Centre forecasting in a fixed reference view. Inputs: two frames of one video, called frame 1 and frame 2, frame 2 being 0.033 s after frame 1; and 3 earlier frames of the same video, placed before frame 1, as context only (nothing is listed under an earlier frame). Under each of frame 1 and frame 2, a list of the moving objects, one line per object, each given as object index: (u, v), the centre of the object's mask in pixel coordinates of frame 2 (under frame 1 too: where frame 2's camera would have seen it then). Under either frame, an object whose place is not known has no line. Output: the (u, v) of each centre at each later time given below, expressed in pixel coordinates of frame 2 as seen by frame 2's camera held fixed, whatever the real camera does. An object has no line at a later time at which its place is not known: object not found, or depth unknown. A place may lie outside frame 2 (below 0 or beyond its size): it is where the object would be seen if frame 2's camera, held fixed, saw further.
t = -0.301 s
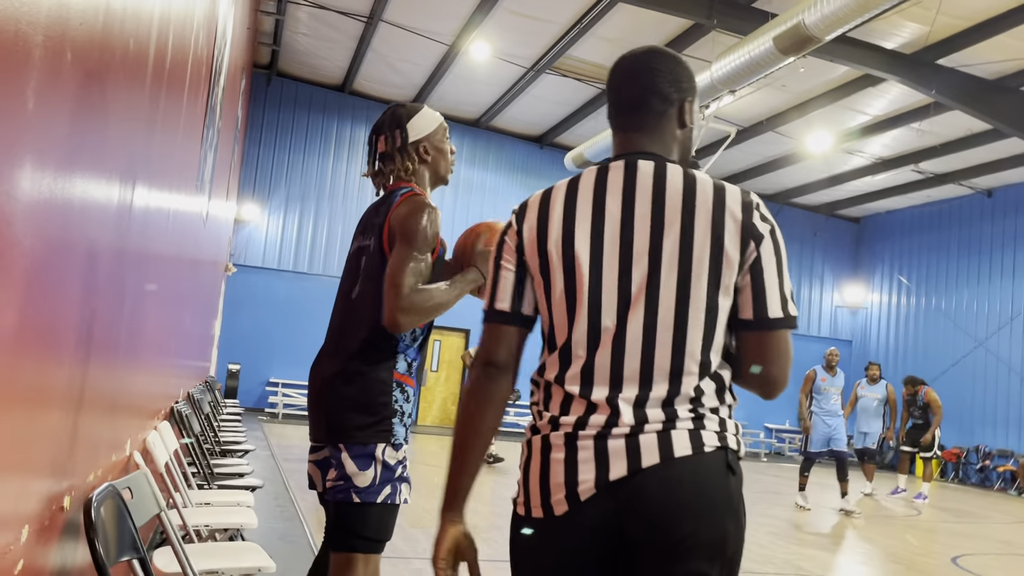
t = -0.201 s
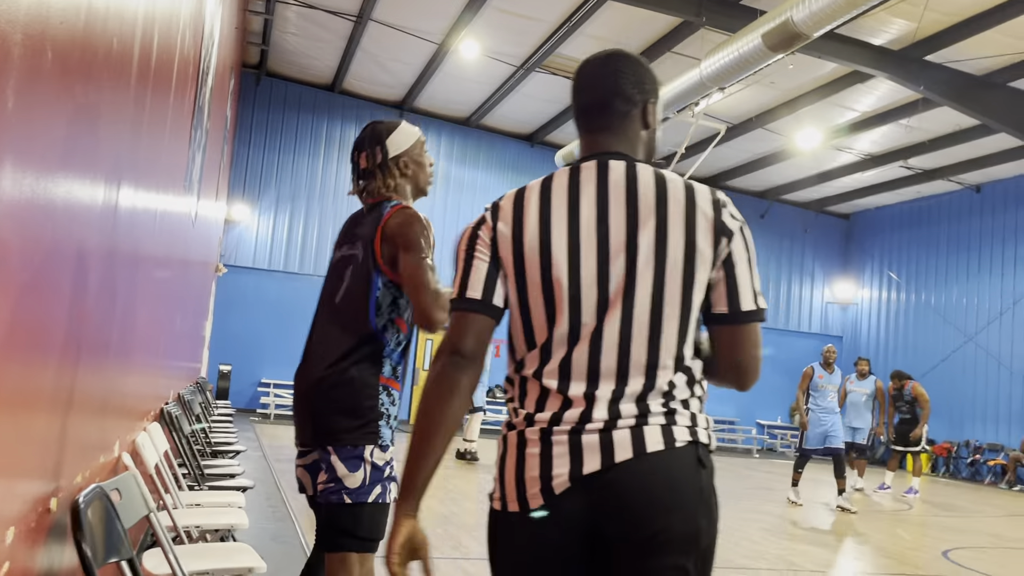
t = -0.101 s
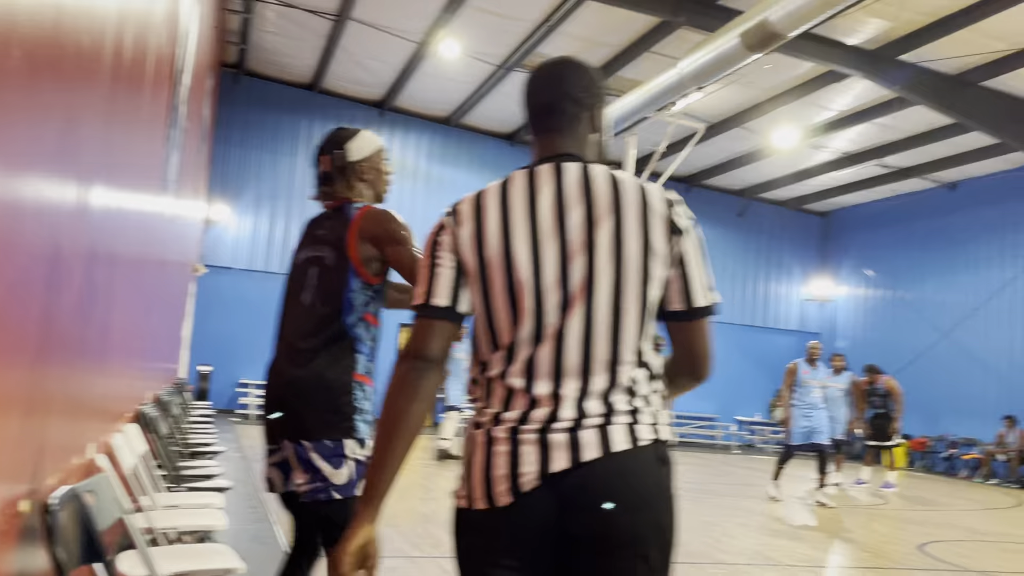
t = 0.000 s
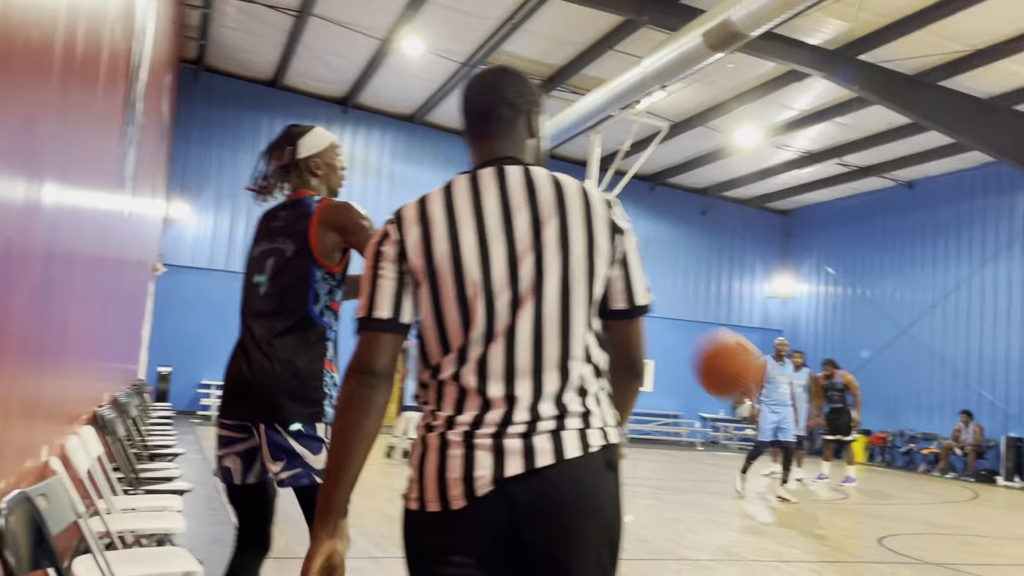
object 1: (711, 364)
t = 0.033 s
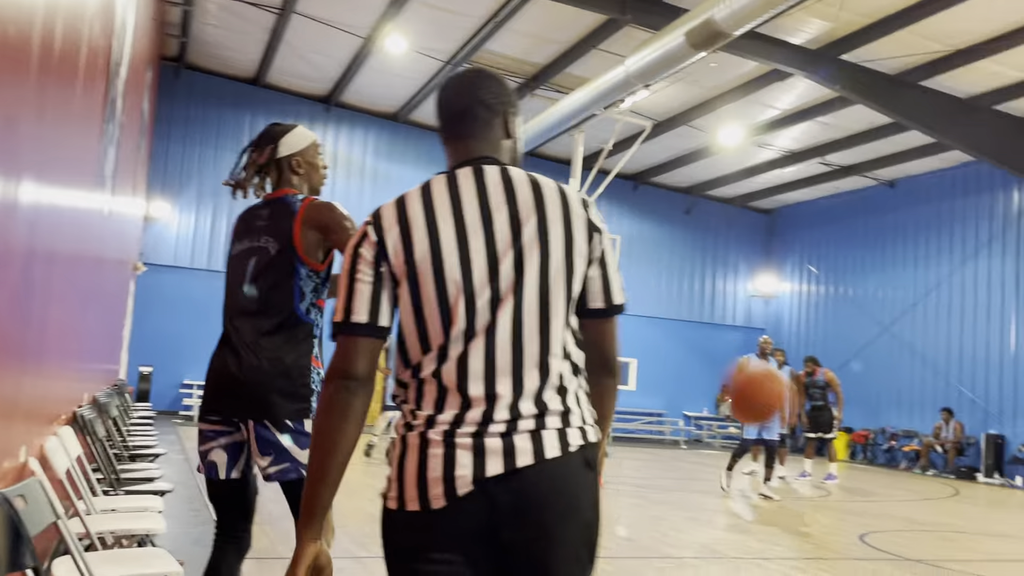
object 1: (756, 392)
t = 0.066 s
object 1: (804, 425)
